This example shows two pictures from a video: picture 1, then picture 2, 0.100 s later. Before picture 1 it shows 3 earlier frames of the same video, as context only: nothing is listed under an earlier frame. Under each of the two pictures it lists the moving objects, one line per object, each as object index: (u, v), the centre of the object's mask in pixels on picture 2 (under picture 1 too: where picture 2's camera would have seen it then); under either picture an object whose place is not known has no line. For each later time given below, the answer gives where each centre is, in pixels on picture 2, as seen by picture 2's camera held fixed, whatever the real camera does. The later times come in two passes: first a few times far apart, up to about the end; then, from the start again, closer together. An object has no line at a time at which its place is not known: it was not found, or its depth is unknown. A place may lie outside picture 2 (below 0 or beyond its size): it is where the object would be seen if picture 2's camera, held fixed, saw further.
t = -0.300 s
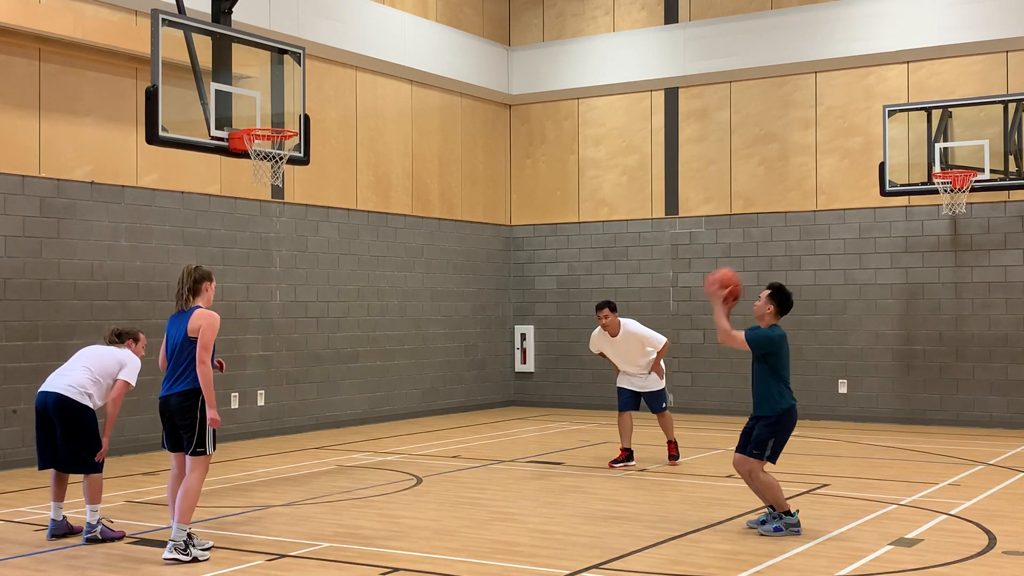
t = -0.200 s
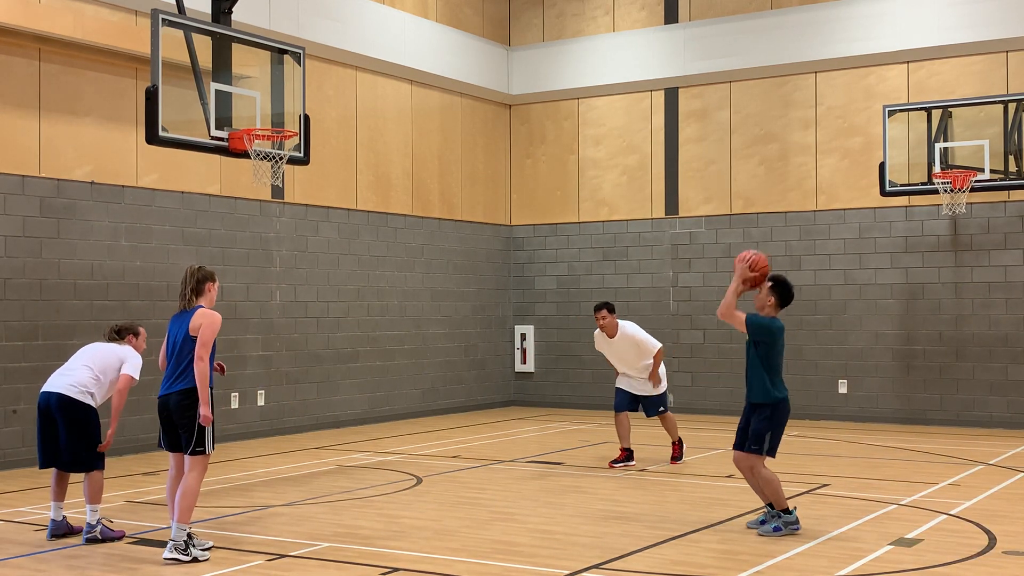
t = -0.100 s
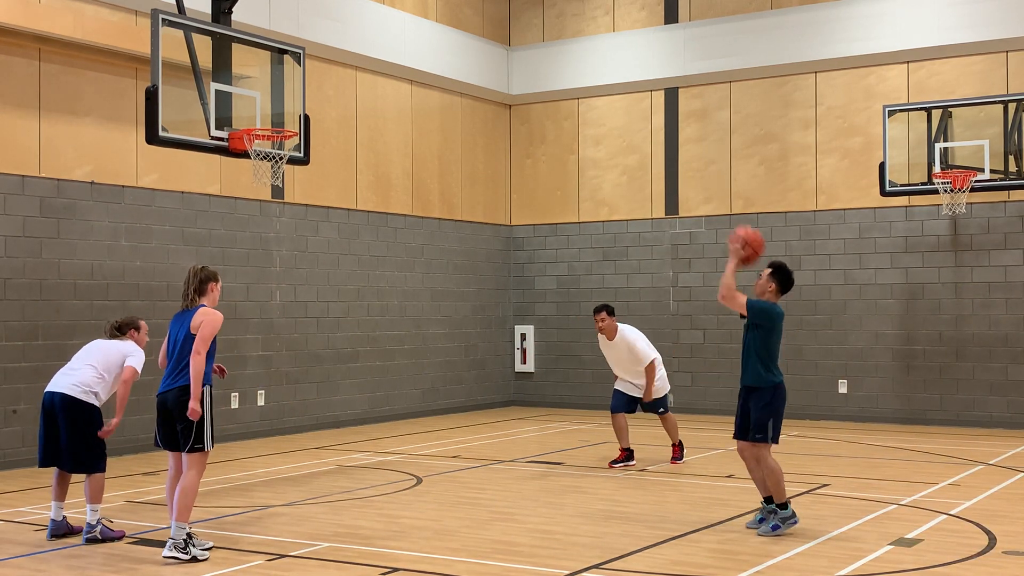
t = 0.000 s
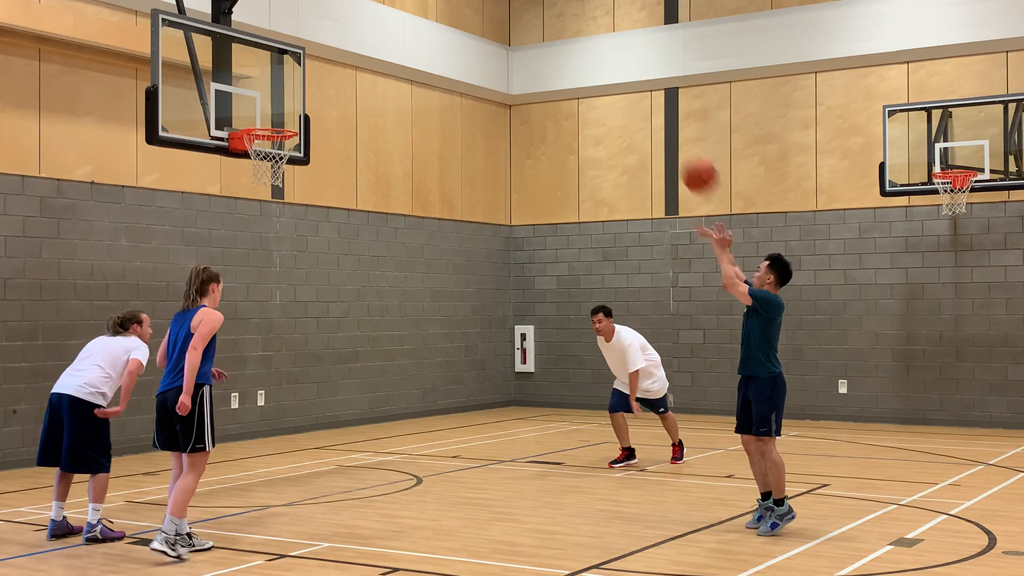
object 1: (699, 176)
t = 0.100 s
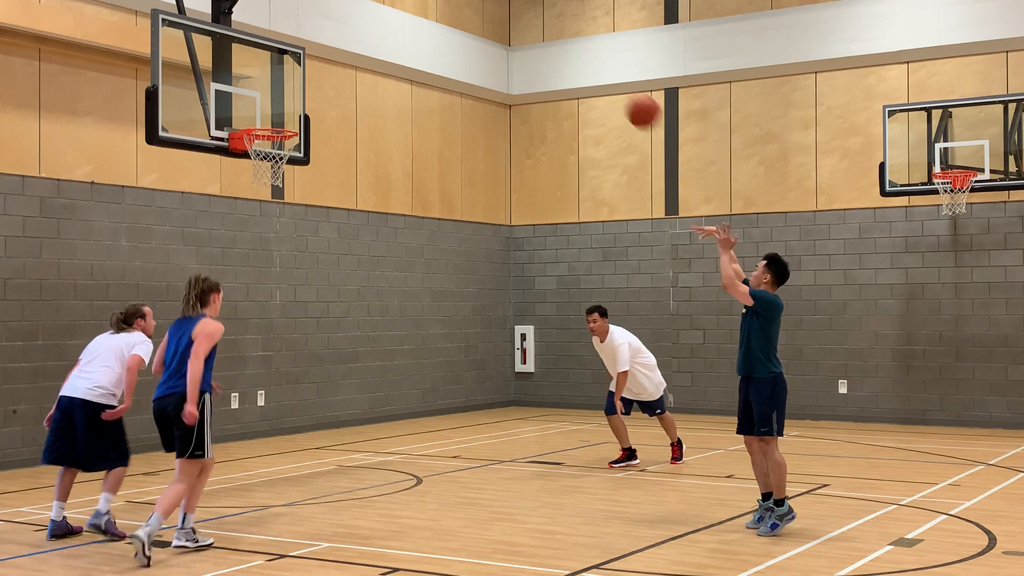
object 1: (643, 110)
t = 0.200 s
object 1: (590, 63)
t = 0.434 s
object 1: (480, 11)
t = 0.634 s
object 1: (397, 17)
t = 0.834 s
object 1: (321, 70)
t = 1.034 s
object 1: (255, 112)
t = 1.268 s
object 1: (183, 105)
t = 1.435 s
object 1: (125, 140)
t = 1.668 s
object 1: (37, 257)
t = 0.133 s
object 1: (625, 93)
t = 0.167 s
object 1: (607, 77)
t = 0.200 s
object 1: (590, 63)
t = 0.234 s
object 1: (573, 50)
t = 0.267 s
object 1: (557, 39)
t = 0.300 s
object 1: (541, 30)
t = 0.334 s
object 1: (525, 22)
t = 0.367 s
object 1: (510, 16)
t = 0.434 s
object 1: (480, 11)
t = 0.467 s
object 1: (466, 10)
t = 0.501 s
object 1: (451, 9)
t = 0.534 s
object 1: (438, 10)
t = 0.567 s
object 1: (424, 11)
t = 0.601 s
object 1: (410, 13)
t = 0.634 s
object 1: (397, 17)
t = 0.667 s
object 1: (383, 23)
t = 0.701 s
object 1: (371, 30)
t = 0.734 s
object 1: (358, 38)
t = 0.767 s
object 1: (346, 47)
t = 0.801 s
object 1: (334, 58)
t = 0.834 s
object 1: (321, 70)
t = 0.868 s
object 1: (310, 83)
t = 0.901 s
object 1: (298, 96)
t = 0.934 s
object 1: (286, 111)
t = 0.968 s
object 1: (276, 121)
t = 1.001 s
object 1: (266, 117)
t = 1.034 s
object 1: (255, 112)
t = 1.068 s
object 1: (246, 108)
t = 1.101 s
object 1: (235, 104)
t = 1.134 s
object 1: (226, 102)
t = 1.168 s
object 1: (215, 101)
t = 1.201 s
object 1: (205, 100)
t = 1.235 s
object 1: (194, 102)
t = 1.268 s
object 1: (183, 105)
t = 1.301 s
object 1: (172, 109)
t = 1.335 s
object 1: (160, 115)
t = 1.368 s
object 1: (149, 121)
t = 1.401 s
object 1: (138, 130)
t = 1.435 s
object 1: (125, 140)
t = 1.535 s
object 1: (89, 180)
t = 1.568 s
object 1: (76, 197)
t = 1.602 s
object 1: (63, 215)
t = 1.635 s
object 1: (50, 235)
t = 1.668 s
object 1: (37, 257)
